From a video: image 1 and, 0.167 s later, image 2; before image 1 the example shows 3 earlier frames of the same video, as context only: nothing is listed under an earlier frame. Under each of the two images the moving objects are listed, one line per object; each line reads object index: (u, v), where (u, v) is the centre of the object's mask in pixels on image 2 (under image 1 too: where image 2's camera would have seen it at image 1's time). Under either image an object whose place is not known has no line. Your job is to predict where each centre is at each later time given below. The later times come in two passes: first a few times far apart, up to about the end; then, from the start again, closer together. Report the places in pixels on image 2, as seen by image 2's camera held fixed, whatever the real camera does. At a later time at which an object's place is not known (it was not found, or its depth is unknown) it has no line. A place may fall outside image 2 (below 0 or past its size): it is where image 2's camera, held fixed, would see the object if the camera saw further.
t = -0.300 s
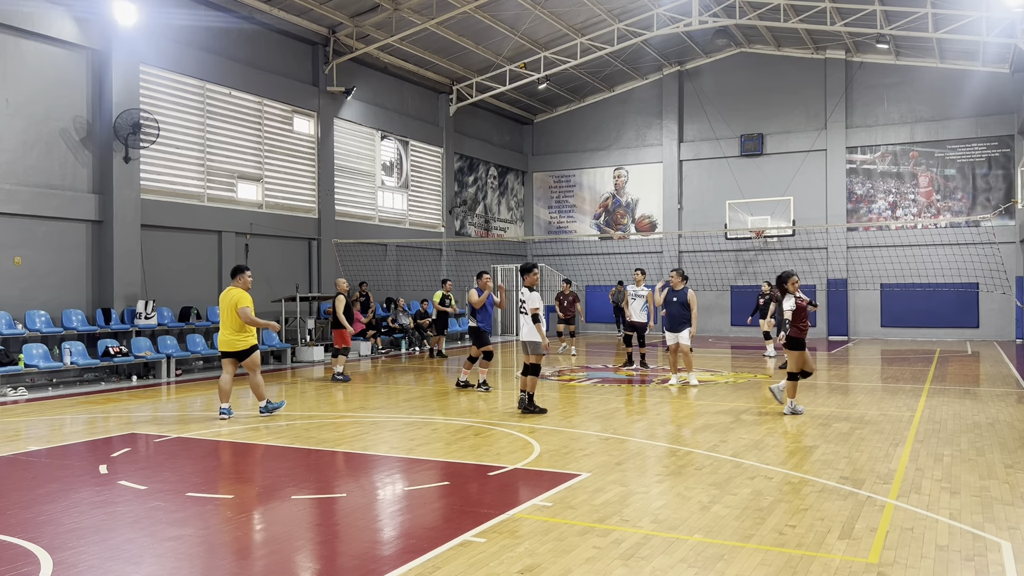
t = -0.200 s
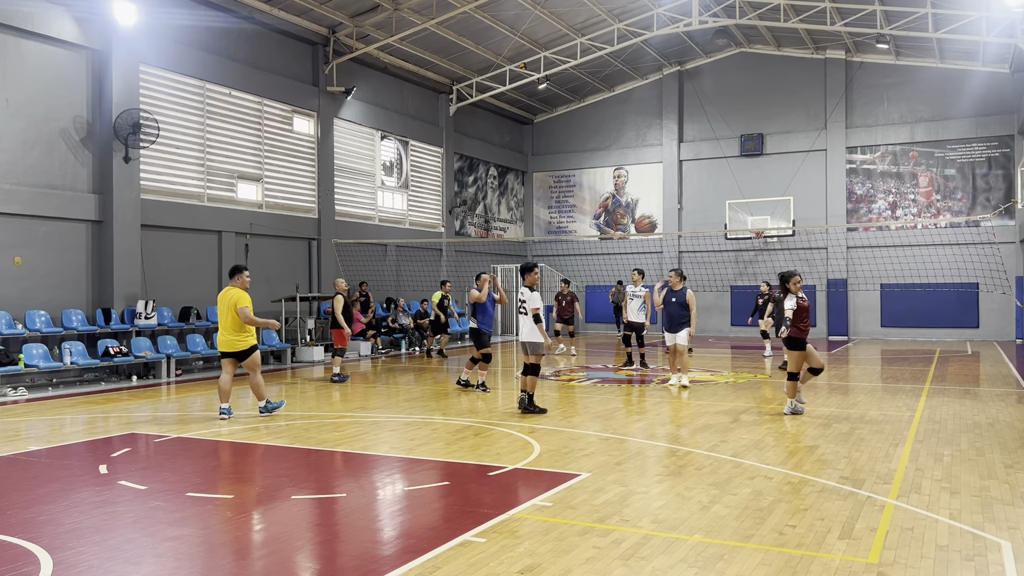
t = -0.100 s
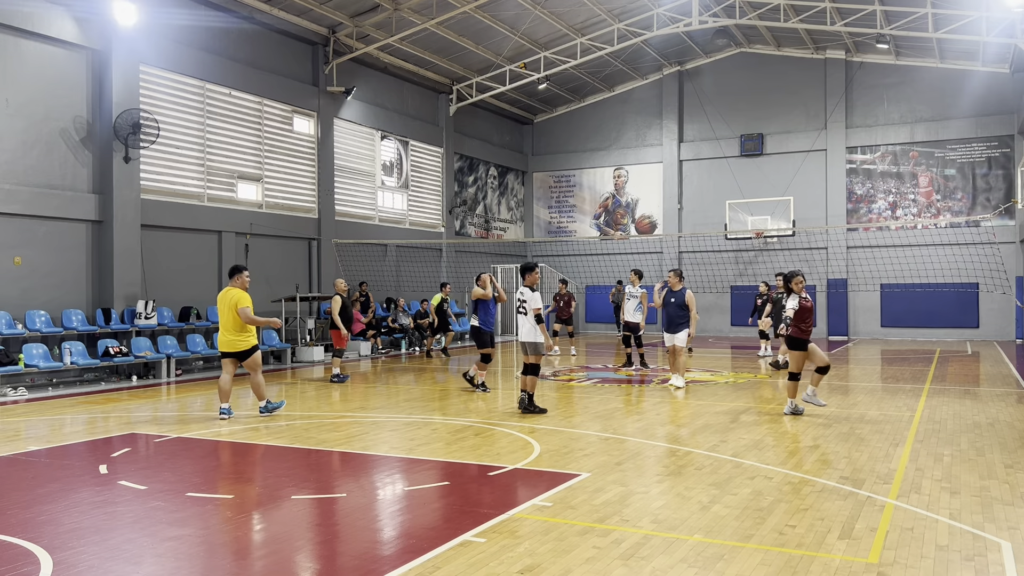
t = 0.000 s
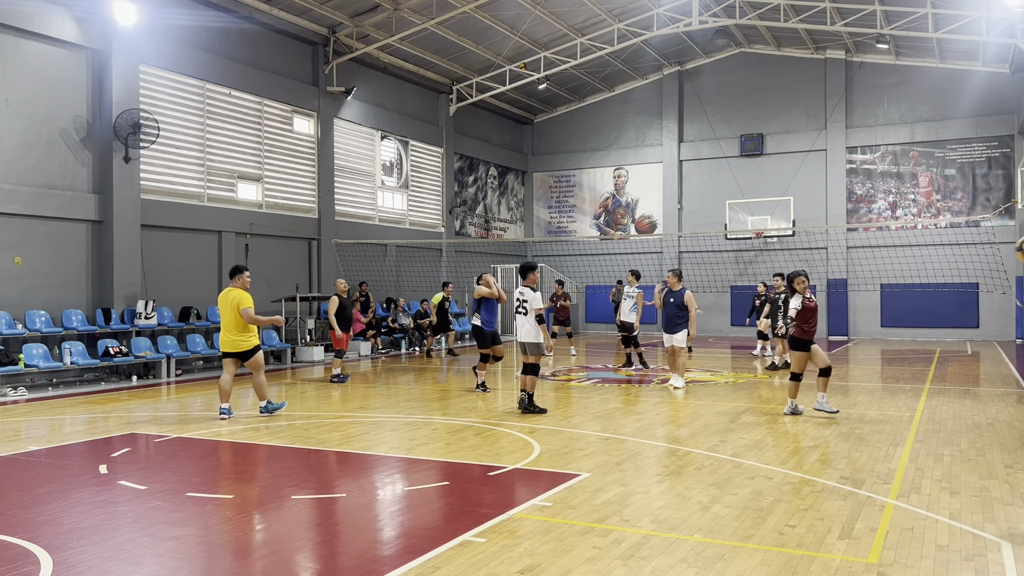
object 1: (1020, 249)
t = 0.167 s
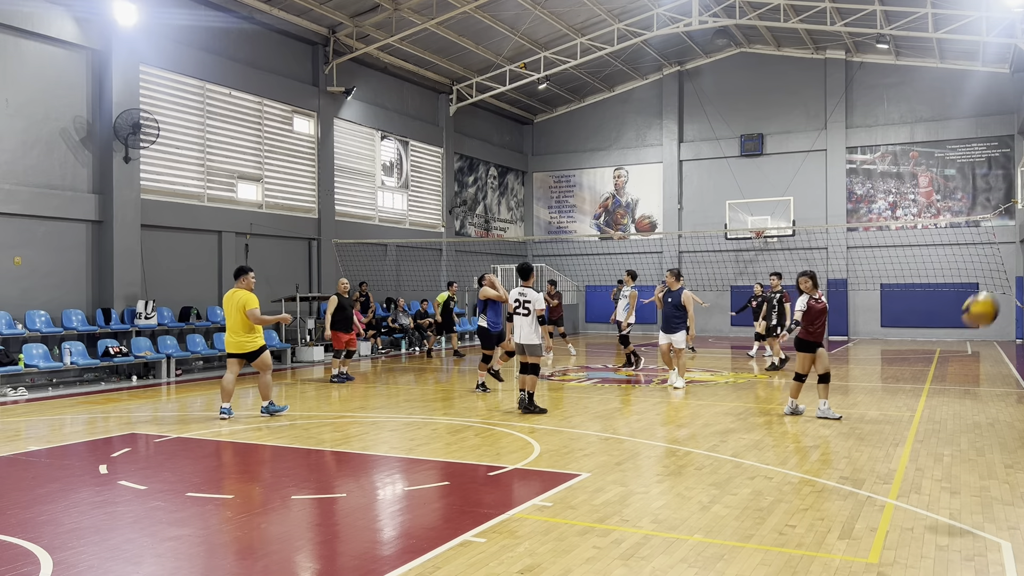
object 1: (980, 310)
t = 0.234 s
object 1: (959, 345)
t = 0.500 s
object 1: (892, 452)
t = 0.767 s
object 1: (880, 351)
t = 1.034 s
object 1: (869, 360)
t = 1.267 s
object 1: (860, 483)
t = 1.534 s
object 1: (842, 470)
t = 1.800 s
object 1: (821, 456)
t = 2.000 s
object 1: (803, 556)
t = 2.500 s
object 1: (746, 566)
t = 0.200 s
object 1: (970, 327)
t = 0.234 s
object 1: (959, 345)
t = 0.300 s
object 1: (938, 388)
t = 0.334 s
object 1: (927, 413)
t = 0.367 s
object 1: (916, 437)
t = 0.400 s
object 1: (904, 465)
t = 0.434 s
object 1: (894, 491)
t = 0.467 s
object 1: (893, 470)
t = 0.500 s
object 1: (892, 452)
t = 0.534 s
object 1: (890, 434)
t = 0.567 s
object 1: (888, 417)
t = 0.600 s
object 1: (887, 403)
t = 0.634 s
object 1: (886, 388)
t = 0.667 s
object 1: (884, 377)
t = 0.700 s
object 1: (883, 367)
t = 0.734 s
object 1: (881, 357)
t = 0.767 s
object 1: (880, 351)
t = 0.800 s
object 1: (879, 346)
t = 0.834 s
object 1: (877, 343)
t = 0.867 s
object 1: (876, 340)
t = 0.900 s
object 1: (875, 341)
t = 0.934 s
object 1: (873, 343)
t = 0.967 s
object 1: (872, 346)
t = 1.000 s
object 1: (870, 353)
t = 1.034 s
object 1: (869, 360)
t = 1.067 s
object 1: (868, 370)
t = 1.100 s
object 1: (866, 383)
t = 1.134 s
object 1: (865, 398)
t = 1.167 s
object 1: (863, 415)
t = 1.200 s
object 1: (863, 435)
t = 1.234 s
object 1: (861, 457)
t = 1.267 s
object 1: (860, 483)
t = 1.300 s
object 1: (858, 509)
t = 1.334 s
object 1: (857, 540)
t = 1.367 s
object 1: (855, 548)
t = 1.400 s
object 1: (852, 529)
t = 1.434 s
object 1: (850, 511)
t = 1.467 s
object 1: (847, 495)
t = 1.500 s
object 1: (844, 482)
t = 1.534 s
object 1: (842, 470)
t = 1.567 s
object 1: (840, 460)
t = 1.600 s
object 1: (837, 453)
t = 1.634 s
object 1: (834, 447)
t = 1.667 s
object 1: (832, 444)
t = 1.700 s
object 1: (829, 444)
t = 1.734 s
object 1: (826, 445)
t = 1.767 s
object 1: (824, 449)
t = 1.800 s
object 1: (821, 456)
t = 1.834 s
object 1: (818, 465)
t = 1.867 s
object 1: (815, 478)
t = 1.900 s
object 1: (813, 494)
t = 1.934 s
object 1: (809, 512)
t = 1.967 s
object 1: (806, 535)
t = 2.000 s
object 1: (803, 556)
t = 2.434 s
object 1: (755, 555)
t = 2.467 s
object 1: (751, 560)
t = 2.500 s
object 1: (746, 566)
